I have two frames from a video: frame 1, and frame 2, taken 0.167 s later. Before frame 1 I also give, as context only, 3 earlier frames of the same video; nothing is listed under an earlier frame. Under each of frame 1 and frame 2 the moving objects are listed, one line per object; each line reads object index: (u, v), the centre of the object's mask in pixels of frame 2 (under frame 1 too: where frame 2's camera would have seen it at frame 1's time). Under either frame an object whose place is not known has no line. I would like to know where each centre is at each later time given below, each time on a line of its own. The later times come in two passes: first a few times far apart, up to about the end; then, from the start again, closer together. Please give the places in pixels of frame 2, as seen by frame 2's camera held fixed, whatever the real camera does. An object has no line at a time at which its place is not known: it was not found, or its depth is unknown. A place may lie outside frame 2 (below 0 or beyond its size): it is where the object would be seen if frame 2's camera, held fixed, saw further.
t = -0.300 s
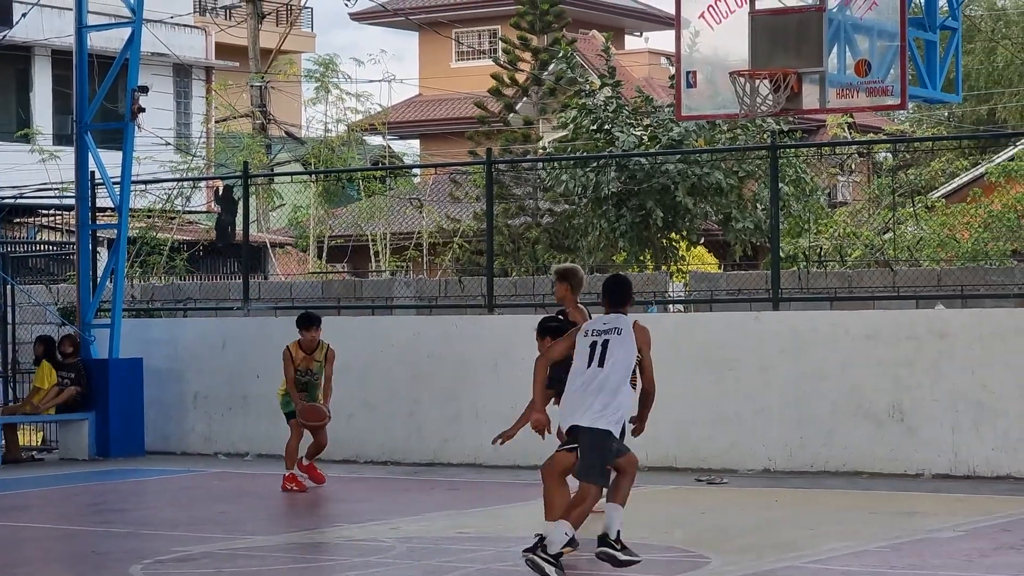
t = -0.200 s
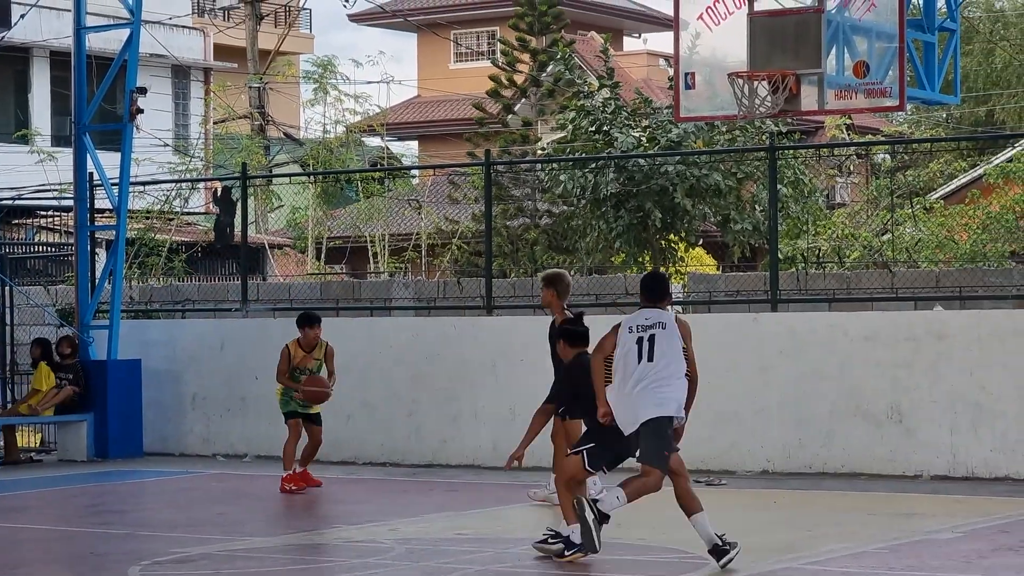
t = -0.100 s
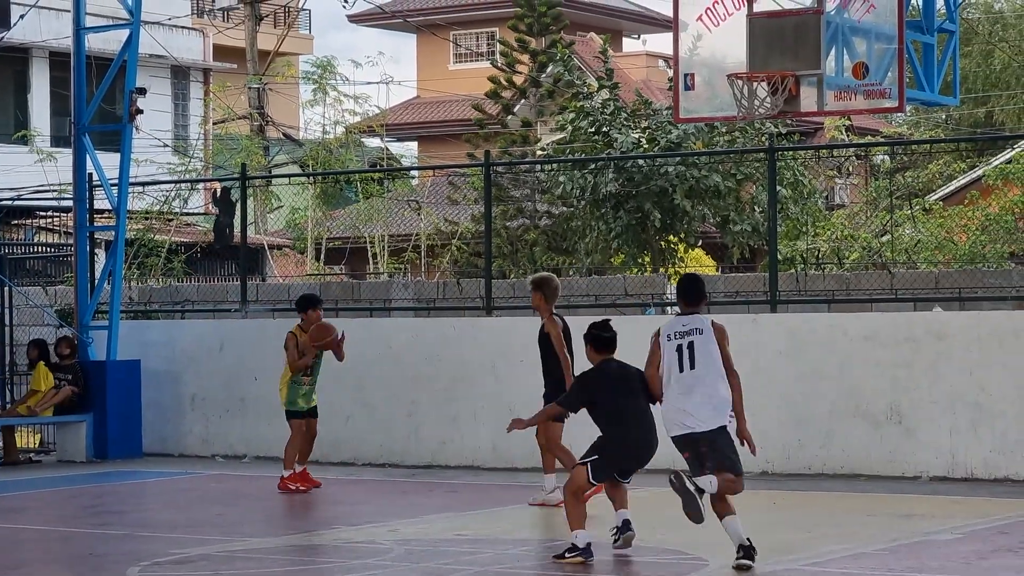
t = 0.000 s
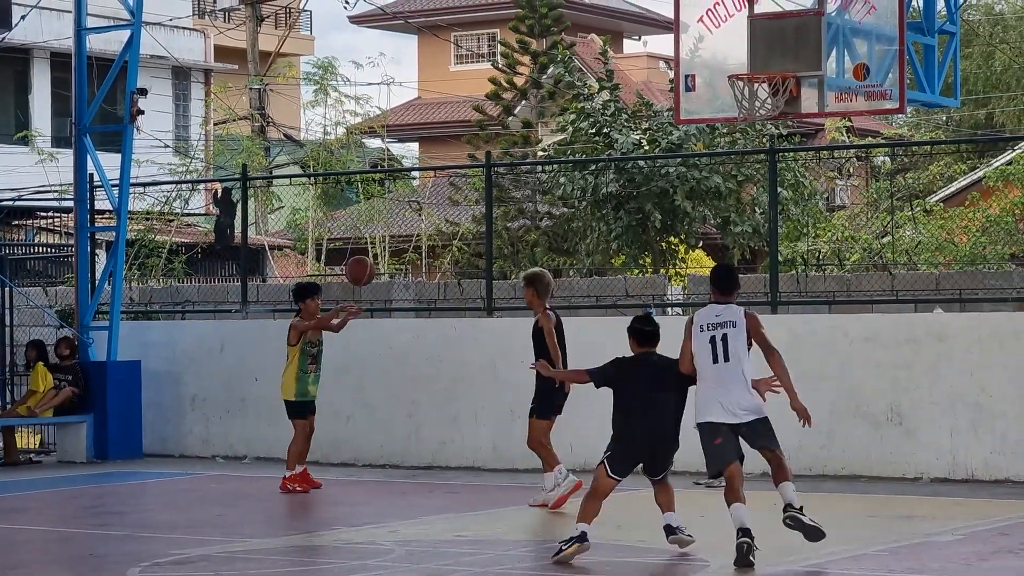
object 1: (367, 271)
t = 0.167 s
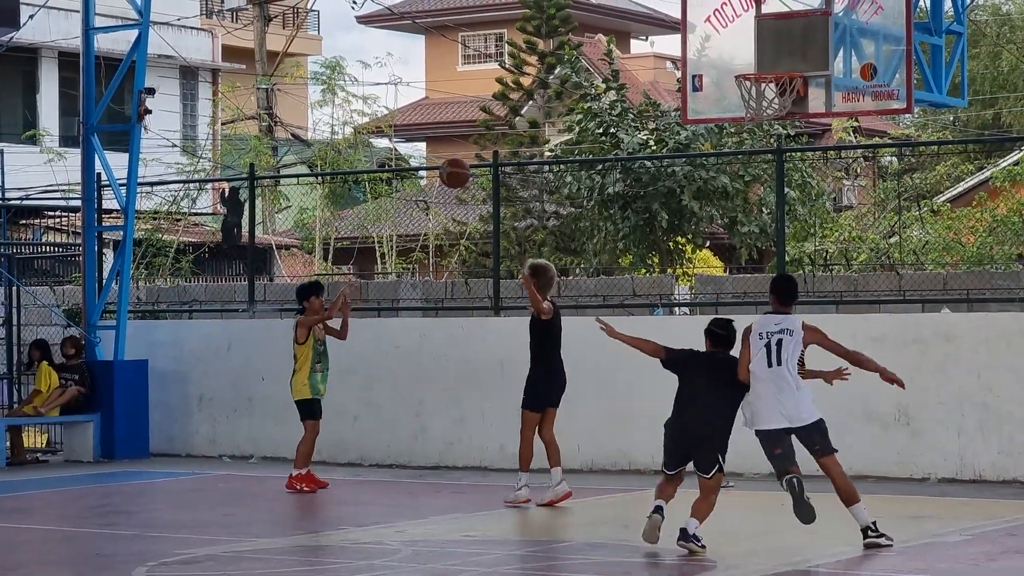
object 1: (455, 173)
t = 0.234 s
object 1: (491, 143)
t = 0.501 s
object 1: (640, 73)
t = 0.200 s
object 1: (473, 157)
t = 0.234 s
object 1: (491, 143)
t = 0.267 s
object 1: (509, 129)
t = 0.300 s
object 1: (527, 117)
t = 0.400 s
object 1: (583, 88)
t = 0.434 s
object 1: (602, 82)
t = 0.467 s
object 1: (621, 77)
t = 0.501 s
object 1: (640, 73)
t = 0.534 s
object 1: (661, 70)
